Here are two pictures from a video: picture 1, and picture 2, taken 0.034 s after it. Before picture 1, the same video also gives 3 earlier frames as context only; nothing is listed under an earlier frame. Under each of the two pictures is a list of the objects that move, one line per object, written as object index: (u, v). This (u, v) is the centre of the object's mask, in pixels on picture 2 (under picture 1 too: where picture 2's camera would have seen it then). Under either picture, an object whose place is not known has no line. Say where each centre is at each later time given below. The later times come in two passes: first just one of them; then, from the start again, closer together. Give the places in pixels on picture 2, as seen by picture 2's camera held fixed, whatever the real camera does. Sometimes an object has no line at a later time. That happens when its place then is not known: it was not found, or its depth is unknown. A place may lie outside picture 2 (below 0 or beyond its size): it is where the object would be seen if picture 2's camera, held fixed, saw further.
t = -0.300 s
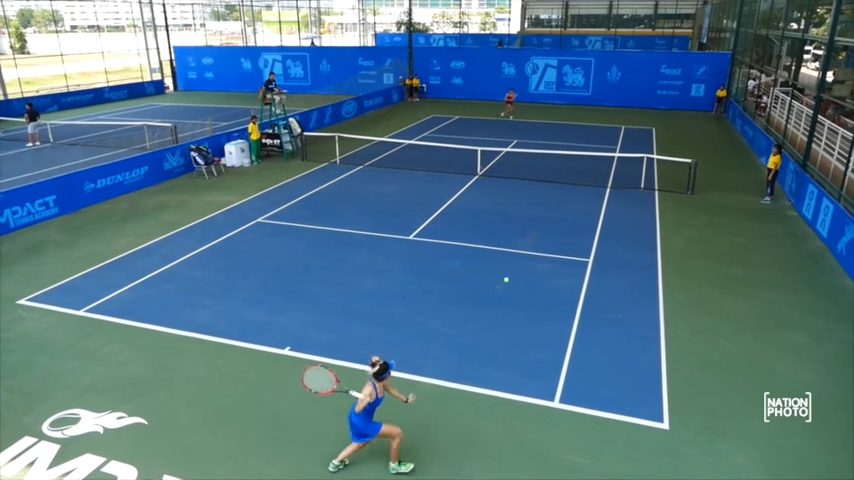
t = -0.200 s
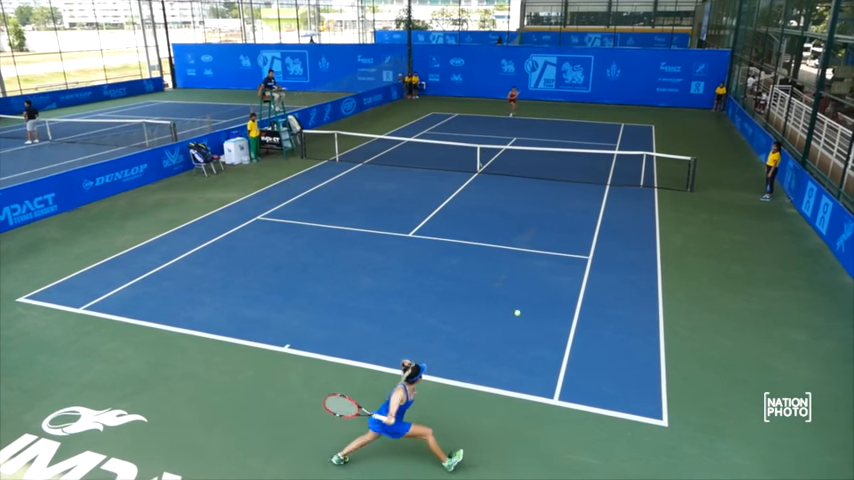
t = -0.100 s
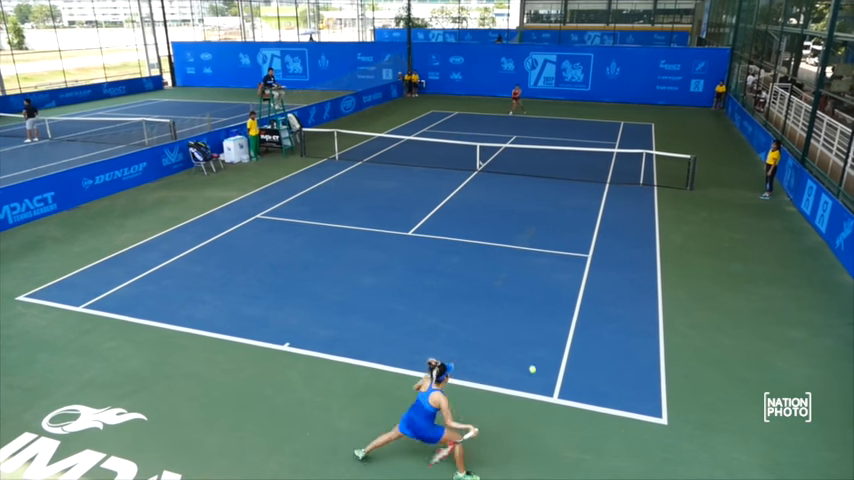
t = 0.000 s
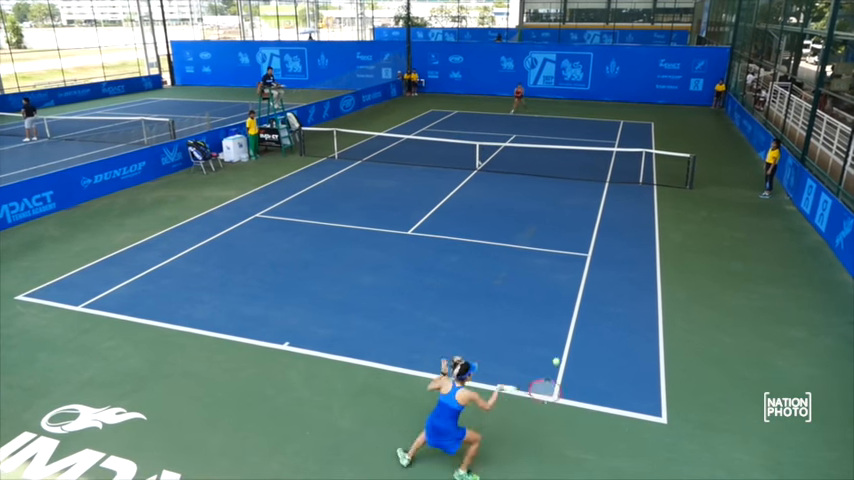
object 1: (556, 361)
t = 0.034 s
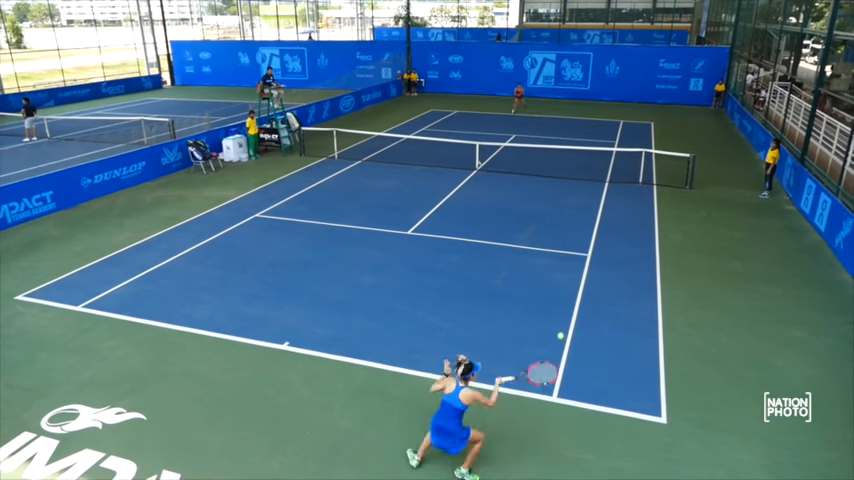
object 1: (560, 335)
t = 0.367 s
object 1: (590, 186)
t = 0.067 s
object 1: (568, 295)
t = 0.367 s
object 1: (590, 186)
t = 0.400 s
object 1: (590, 181)
